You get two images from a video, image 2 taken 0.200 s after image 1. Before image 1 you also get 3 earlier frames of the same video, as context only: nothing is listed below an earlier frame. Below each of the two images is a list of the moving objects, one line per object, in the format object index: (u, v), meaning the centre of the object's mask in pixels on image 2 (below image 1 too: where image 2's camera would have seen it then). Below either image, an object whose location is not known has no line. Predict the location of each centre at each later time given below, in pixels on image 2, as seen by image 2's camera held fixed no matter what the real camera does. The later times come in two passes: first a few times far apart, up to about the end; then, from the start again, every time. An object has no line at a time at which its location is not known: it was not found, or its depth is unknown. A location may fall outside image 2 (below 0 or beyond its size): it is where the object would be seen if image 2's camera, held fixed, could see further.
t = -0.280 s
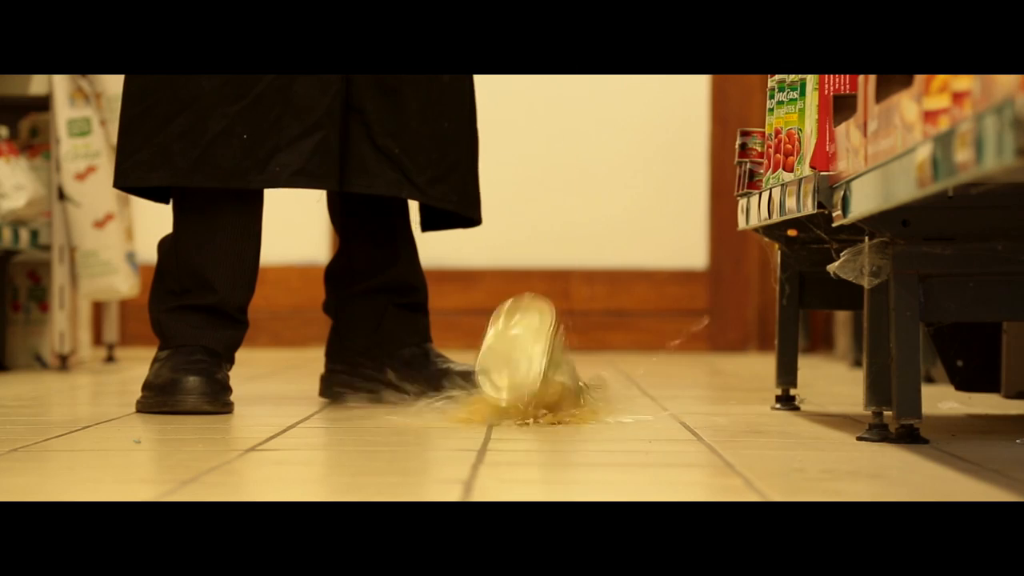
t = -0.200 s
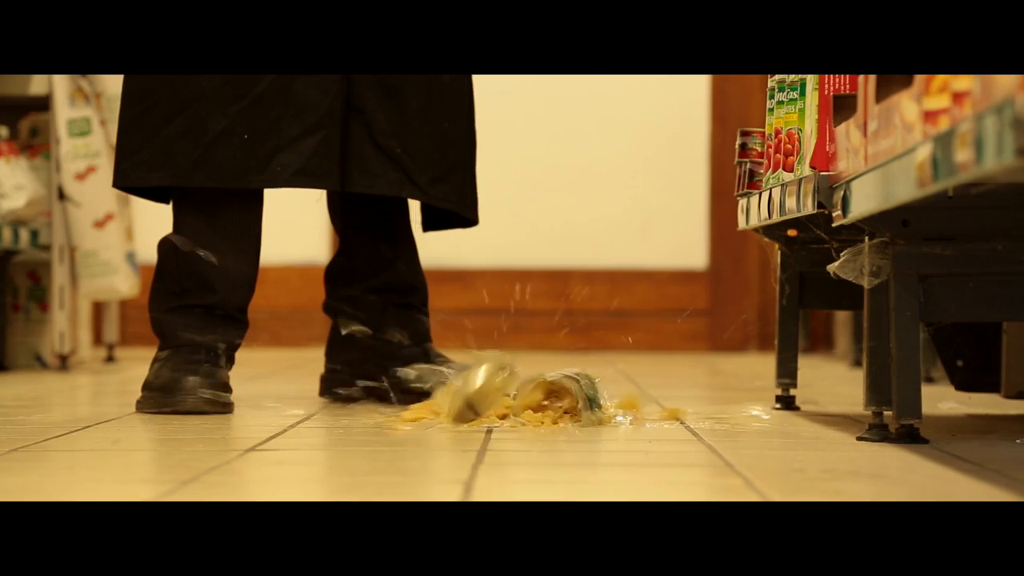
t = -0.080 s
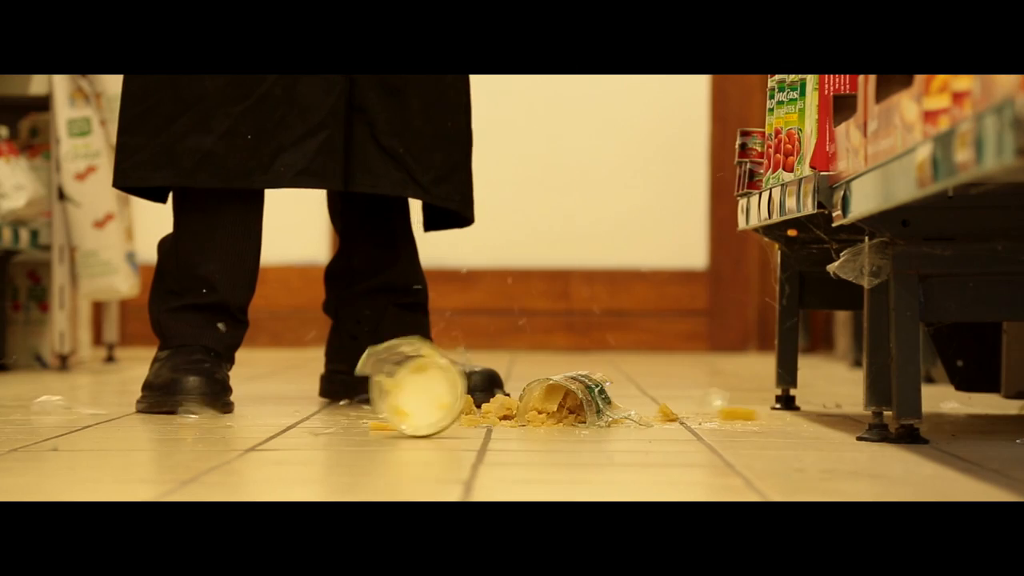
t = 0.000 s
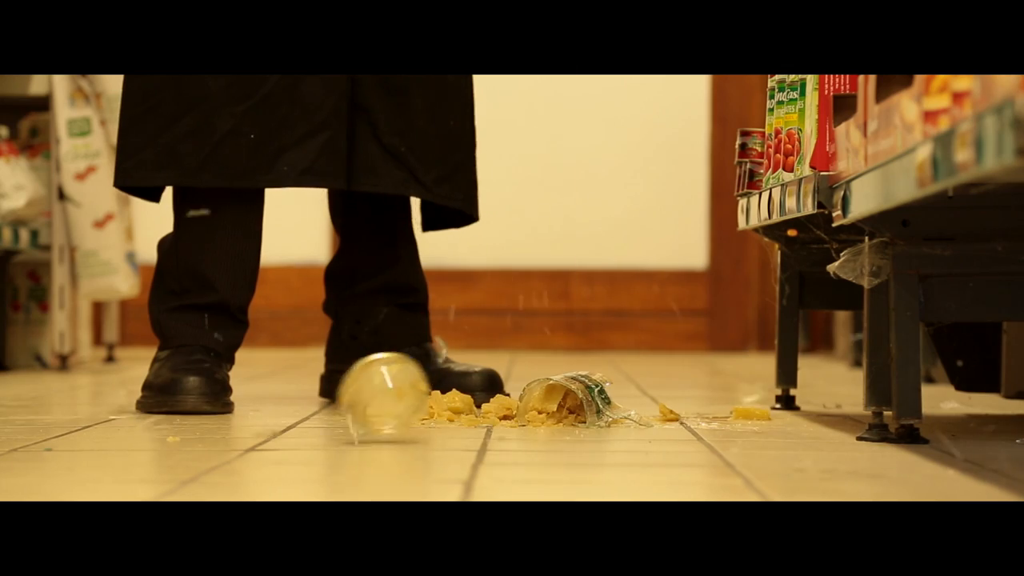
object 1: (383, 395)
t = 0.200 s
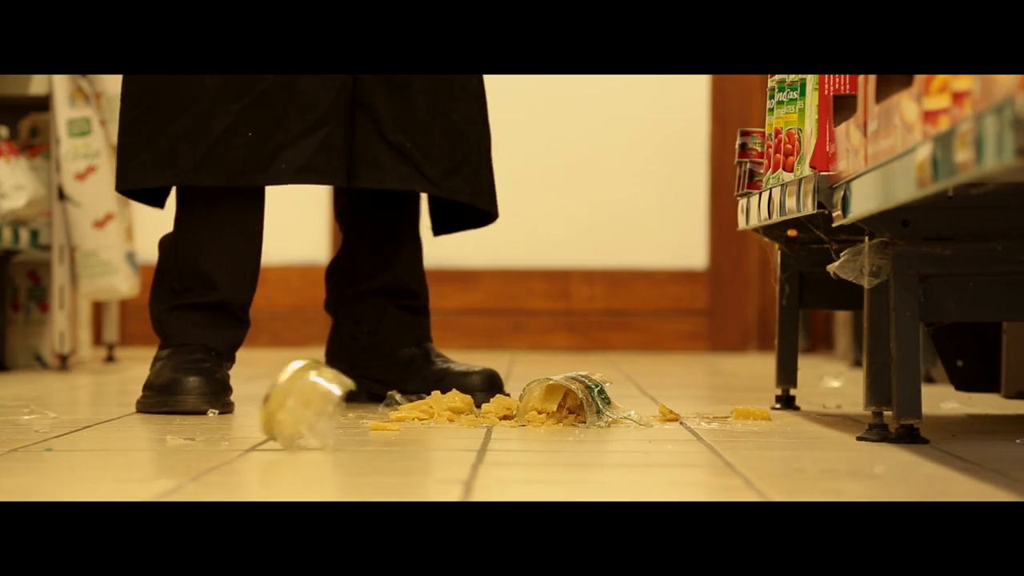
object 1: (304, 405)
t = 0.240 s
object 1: (294, 405)
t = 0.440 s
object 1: (231, 410)
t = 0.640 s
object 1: (204, 413)
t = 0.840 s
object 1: (187, 412)
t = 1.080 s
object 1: (201, 417)
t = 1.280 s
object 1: (198, 413)
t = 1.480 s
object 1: (198, 410)
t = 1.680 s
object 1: (197, 413)
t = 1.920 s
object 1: (209, 416)
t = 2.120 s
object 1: (208, 413)
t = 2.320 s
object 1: (198, 420)
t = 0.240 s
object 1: (294, 405)
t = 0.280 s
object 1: (285, 406)
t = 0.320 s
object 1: (278, 406)
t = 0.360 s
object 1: (267, 410)
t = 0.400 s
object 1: (249, 411)
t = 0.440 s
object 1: (231, 410)
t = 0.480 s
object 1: (220, 411)
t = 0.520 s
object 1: (214, 412)
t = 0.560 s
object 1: (218, 414)
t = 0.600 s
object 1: (211, 413)
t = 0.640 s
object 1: (204, 413)
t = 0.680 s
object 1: (198, 413)
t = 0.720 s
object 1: (193, 413)
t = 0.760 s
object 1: (189, 412)
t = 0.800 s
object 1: (187, 412)
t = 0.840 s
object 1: (187, 412)
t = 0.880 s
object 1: (188, 412)
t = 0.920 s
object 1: (190, 412)
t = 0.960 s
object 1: (192, 413)
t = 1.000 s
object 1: (196, 413)
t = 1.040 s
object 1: (190, 414)
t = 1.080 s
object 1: (201, 417)
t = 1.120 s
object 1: (193, 417)
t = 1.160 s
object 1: (197, 422)
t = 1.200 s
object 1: (195, 417)
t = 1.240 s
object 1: (197, 415)
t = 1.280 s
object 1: (198, 413)
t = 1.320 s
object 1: (197, 412)
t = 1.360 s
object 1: (197, 411)
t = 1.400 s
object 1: (198, 410)
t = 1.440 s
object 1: (198, 410)
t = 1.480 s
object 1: (198, 410)
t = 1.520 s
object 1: (198, 410)
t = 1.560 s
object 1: (198, 410)
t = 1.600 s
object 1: (197, 411)
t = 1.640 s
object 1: (197, 412)
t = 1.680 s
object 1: (197, 413)
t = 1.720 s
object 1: (196, 415)
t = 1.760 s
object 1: (195, 418)
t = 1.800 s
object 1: (197, 420)
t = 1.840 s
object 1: (200, 420)
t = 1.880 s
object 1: (211, 417)
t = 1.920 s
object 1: (209, 416)
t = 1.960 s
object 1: (204, 416)
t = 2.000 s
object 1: (208, 414)
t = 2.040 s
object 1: (208, 414)
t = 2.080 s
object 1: (209, 414)
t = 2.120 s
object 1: (208, 413)
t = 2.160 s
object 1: (207, 415)
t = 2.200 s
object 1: (207, 415)
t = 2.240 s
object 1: (206, 417)
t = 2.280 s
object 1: (206, 418)
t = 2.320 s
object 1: (198, 420)
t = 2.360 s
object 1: (192, 418)
